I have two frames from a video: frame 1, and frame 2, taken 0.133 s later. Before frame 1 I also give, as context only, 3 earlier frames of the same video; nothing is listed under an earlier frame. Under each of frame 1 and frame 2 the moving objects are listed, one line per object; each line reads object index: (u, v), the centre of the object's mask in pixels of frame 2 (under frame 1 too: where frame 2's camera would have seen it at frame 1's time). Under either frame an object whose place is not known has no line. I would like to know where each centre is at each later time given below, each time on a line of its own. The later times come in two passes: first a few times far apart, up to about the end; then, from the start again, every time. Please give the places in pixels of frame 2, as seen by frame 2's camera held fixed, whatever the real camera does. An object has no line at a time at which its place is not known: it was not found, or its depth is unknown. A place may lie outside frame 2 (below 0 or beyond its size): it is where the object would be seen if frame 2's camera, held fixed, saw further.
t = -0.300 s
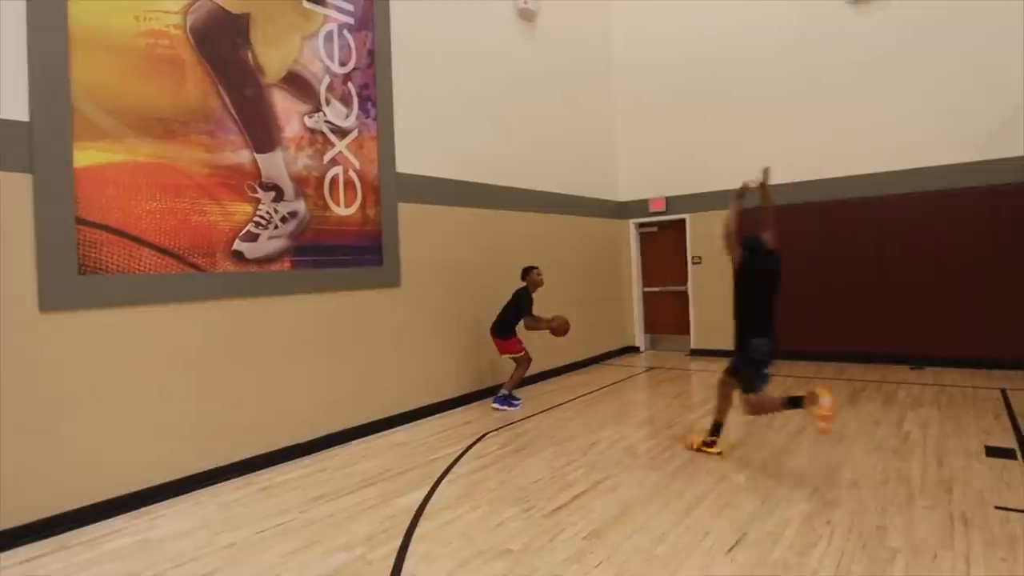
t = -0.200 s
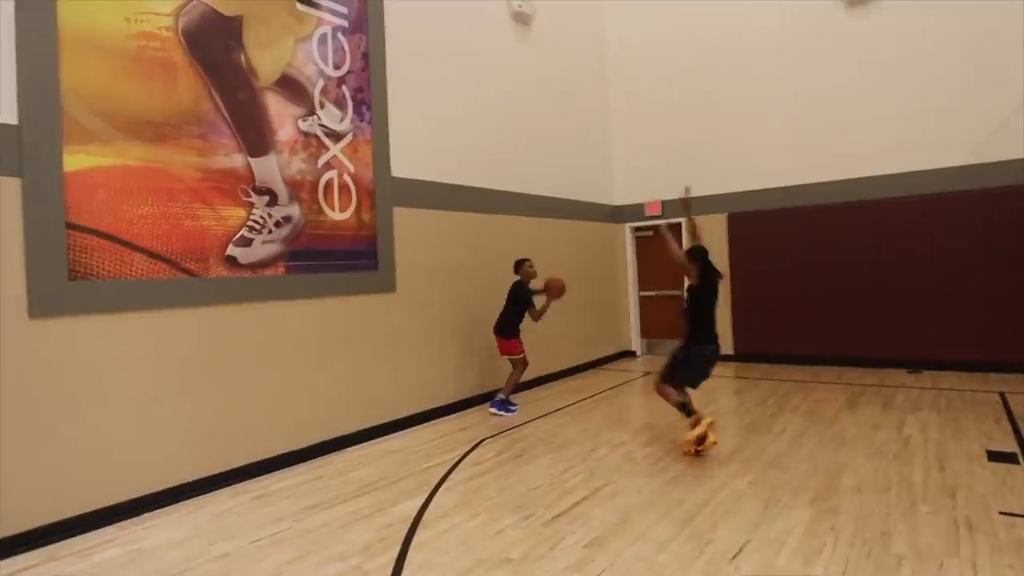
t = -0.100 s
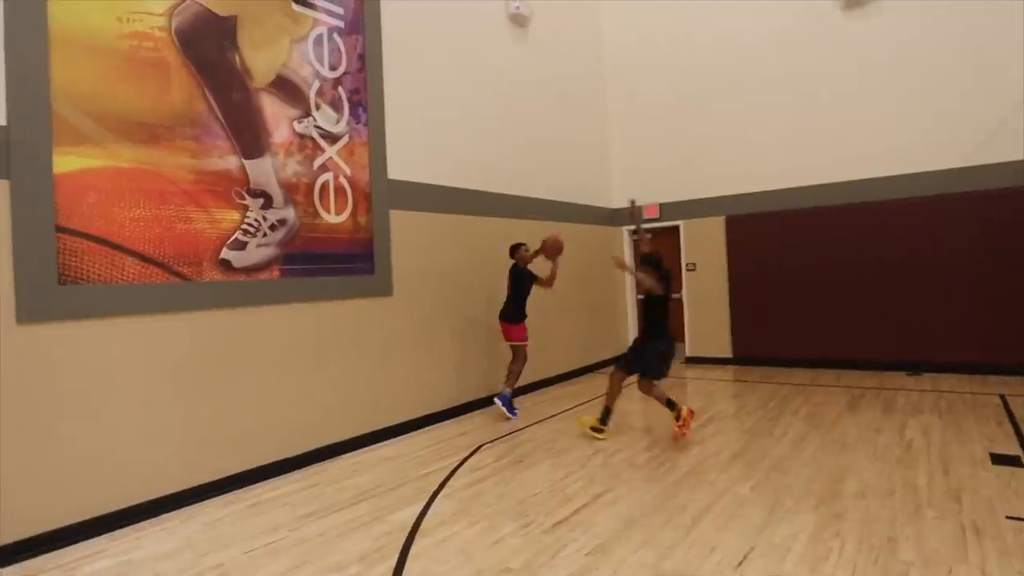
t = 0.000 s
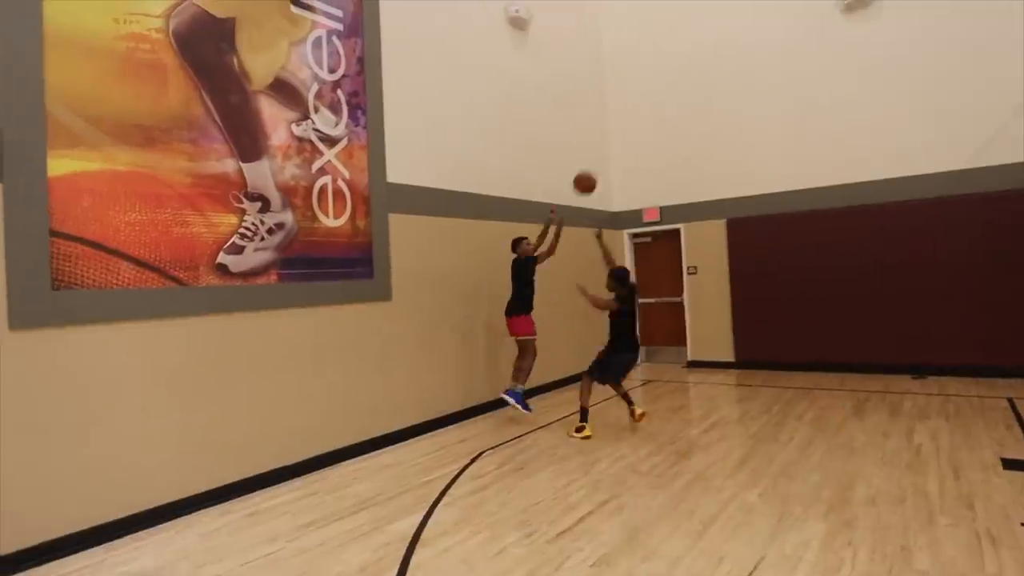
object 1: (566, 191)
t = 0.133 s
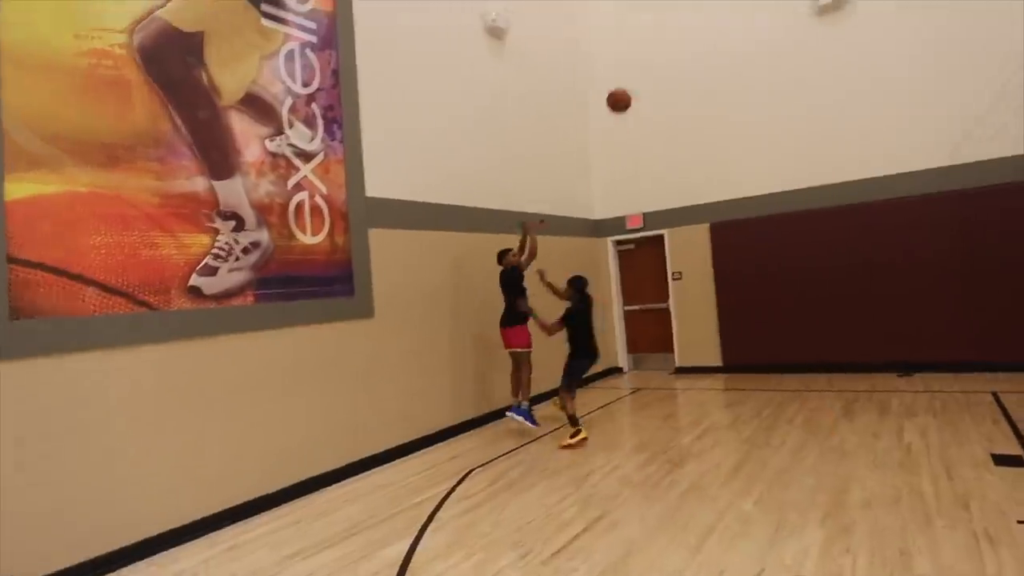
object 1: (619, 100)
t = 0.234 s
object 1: (663, 39)
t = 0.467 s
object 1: (788, -72)
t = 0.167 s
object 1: (632, 79)
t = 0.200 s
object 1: (648, 59)
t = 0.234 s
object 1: (663, 39)
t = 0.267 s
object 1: (679, 21)
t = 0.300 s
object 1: (696, 3)
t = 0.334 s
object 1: (712, -14)
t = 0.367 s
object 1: (730, -31)
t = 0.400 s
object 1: (749, -46)
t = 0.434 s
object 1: (768, -60)
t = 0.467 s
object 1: (788, -72)
